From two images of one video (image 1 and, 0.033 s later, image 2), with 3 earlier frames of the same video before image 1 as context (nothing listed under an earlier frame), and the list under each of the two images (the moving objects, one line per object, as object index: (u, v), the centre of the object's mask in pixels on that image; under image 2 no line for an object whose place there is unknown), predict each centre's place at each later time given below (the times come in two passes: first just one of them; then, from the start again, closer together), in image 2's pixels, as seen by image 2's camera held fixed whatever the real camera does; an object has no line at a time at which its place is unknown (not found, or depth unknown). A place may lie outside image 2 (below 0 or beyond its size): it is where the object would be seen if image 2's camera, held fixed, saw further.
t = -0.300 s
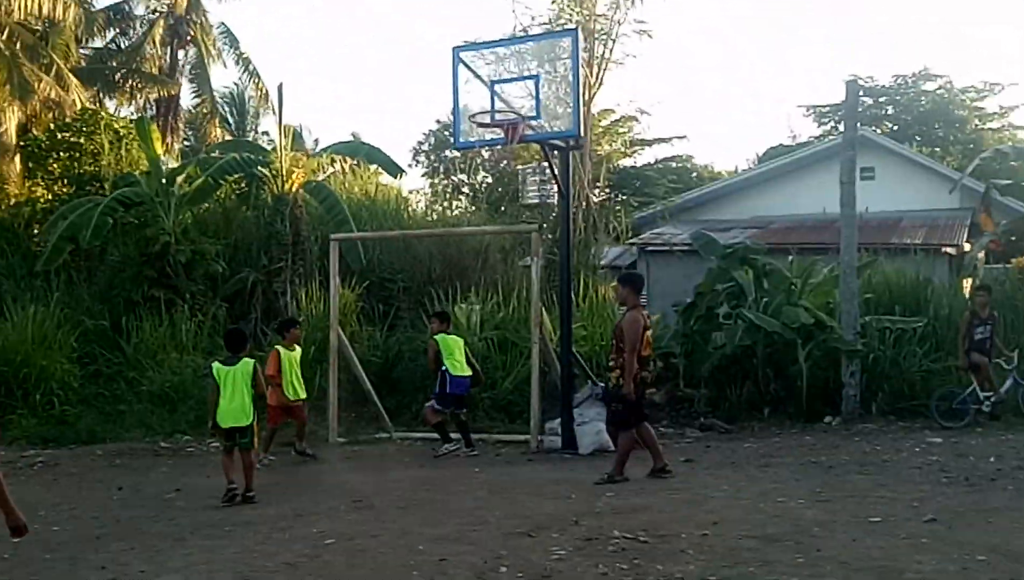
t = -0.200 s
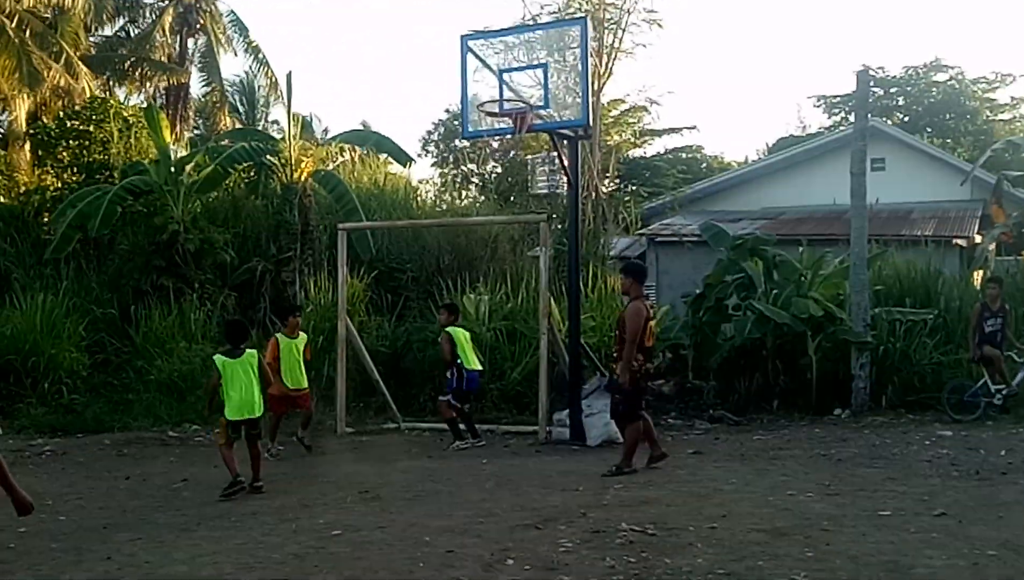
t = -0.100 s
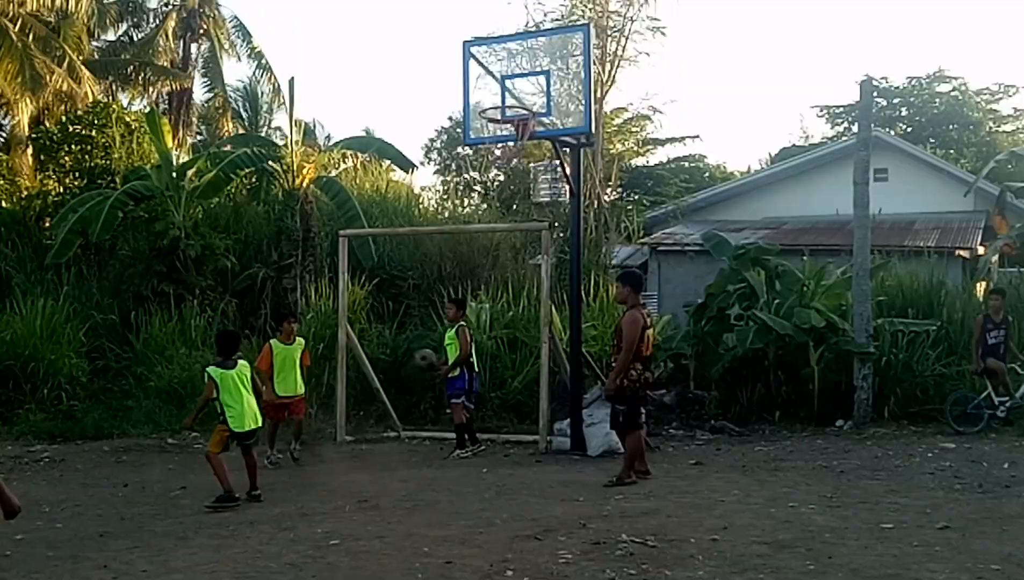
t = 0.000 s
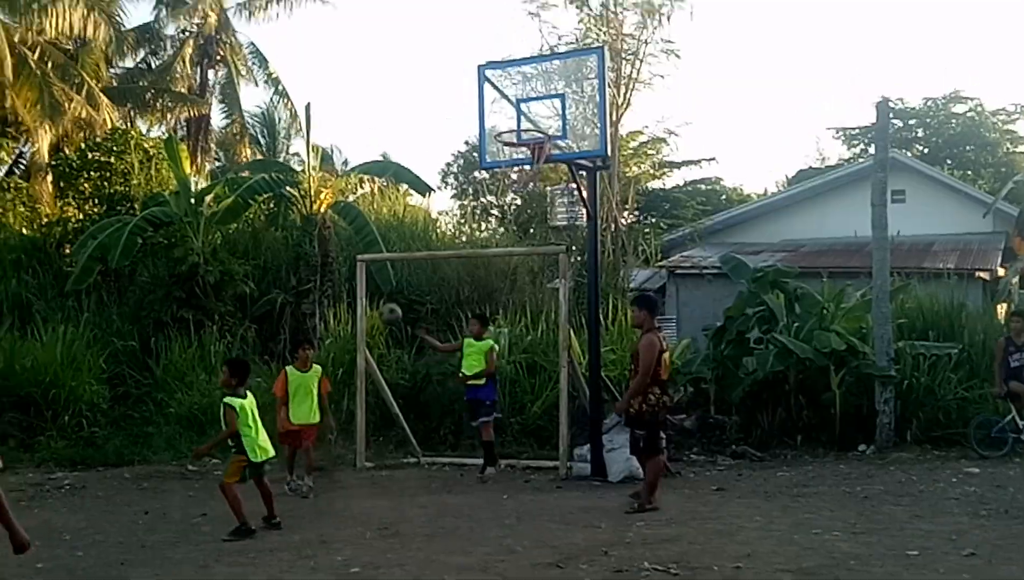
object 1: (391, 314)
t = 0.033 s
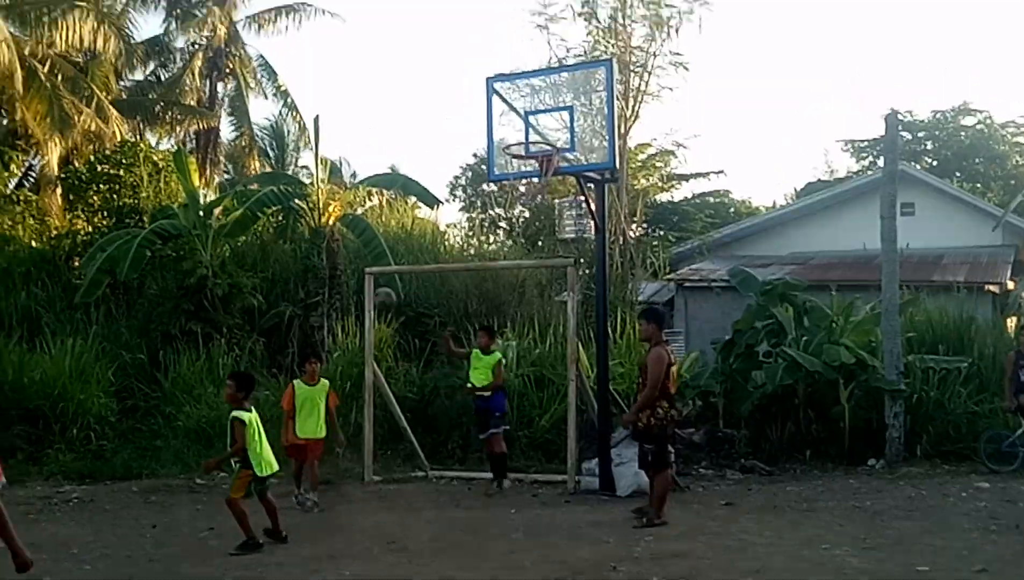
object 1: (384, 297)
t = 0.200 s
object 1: (304, 159)
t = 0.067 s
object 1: (369, 270)
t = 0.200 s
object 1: (304, 159)
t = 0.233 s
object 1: (284, 131)
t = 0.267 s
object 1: (267, 104)
